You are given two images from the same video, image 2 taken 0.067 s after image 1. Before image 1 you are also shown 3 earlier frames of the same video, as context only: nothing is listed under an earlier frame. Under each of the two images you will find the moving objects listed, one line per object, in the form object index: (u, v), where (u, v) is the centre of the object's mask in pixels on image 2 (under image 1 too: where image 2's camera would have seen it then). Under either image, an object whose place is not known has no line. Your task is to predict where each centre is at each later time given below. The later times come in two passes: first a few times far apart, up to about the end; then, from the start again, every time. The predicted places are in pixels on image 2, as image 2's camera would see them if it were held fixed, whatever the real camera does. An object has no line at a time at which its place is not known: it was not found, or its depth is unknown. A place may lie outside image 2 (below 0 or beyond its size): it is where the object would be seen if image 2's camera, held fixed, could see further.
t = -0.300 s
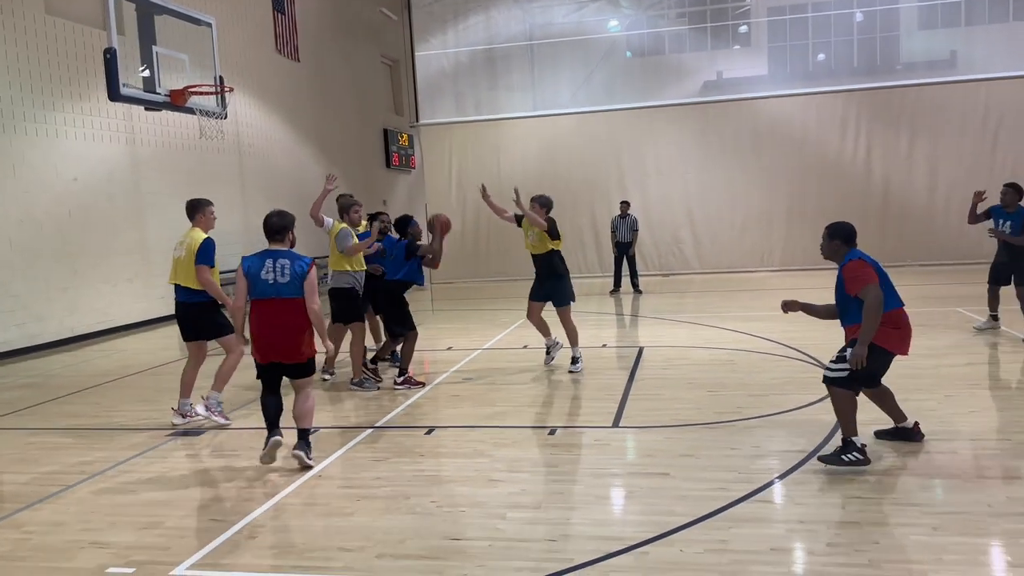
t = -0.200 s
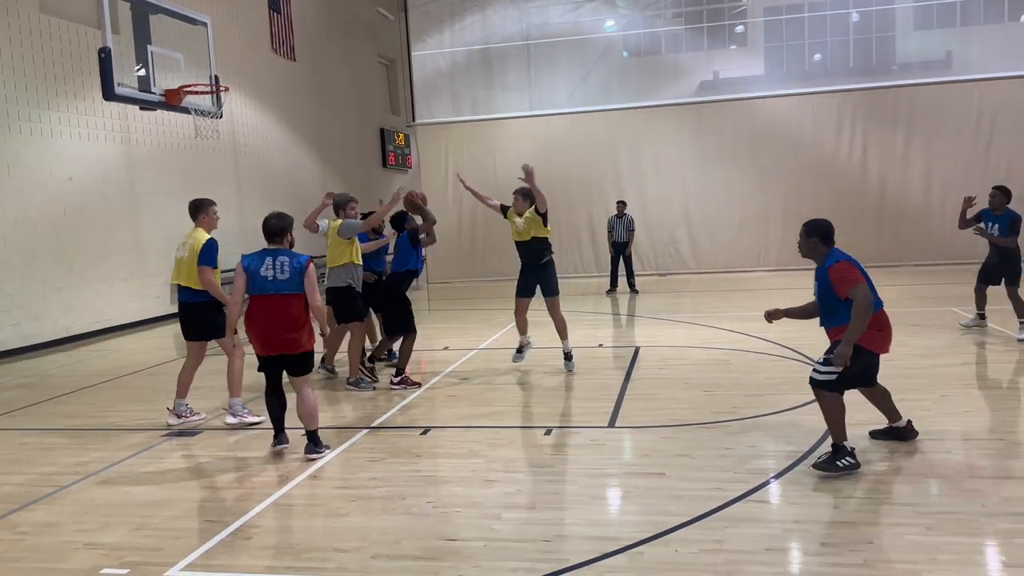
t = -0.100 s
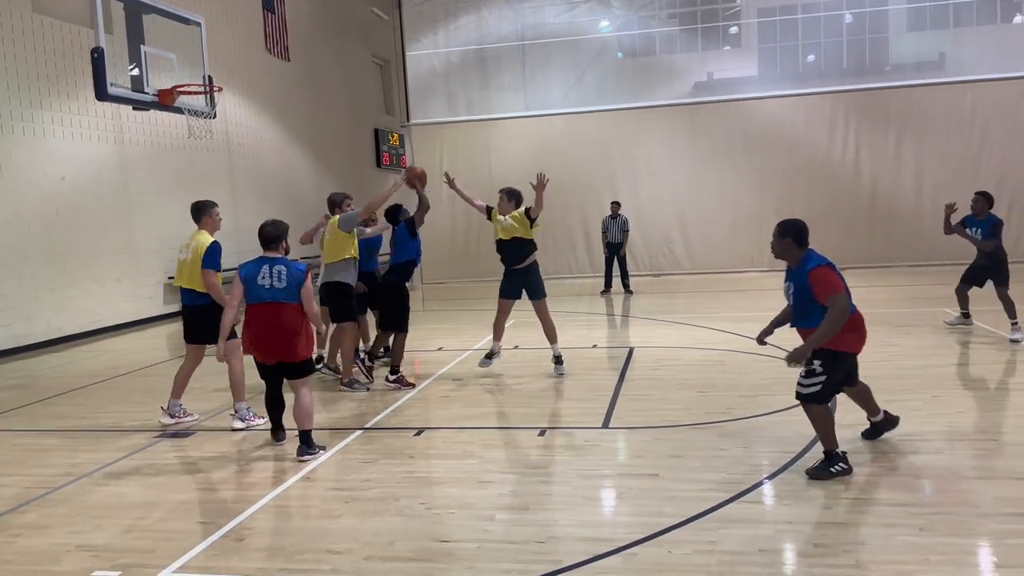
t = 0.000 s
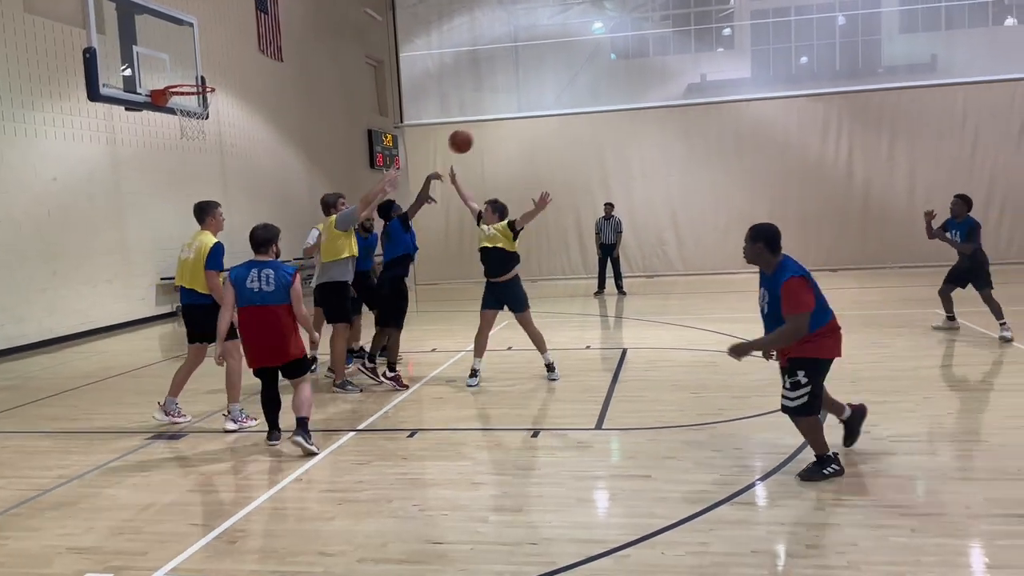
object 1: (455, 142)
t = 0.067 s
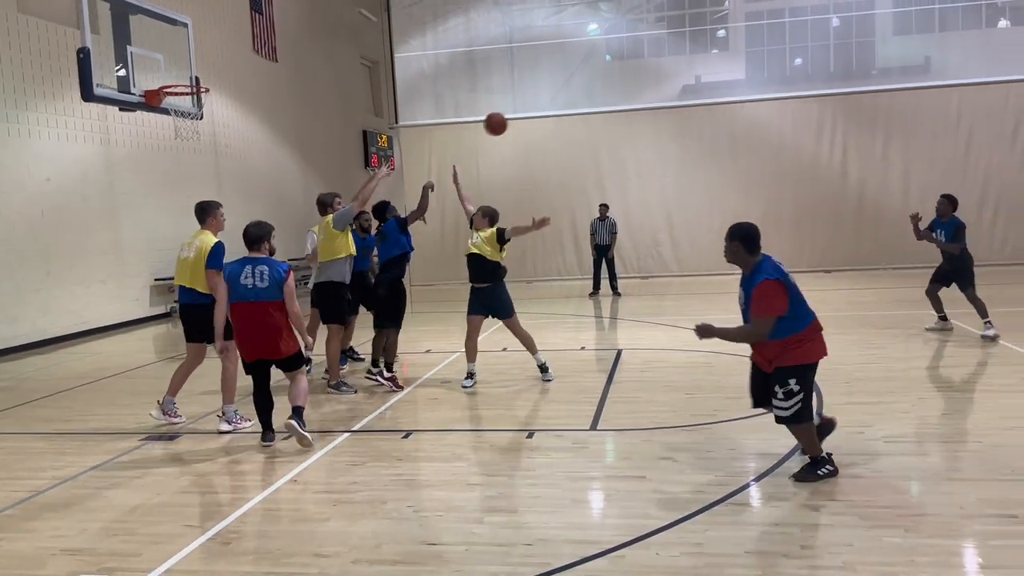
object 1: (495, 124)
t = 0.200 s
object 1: (574, 100)
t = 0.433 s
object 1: (705, 102)
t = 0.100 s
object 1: (515, 116)
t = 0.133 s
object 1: (535, 109)
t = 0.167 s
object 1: (555, 104)
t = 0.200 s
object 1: (574, 100)
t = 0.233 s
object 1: (593, 97)
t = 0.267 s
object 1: (613, 95)
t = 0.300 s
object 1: (631, 94)
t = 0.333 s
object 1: (650, 94)
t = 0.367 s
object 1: (669, 95)
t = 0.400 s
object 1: (687, 98)
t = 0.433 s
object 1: (705, 102)
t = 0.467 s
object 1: (722, 107)
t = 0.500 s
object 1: (739, 114)
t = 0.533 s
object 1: (756, 120)
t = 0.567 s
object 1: (772, 128)
